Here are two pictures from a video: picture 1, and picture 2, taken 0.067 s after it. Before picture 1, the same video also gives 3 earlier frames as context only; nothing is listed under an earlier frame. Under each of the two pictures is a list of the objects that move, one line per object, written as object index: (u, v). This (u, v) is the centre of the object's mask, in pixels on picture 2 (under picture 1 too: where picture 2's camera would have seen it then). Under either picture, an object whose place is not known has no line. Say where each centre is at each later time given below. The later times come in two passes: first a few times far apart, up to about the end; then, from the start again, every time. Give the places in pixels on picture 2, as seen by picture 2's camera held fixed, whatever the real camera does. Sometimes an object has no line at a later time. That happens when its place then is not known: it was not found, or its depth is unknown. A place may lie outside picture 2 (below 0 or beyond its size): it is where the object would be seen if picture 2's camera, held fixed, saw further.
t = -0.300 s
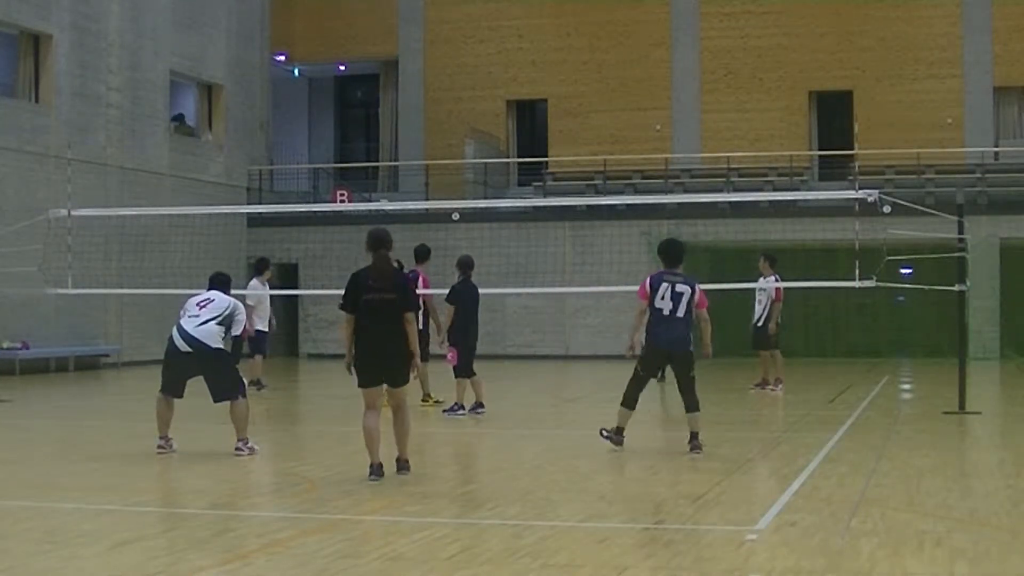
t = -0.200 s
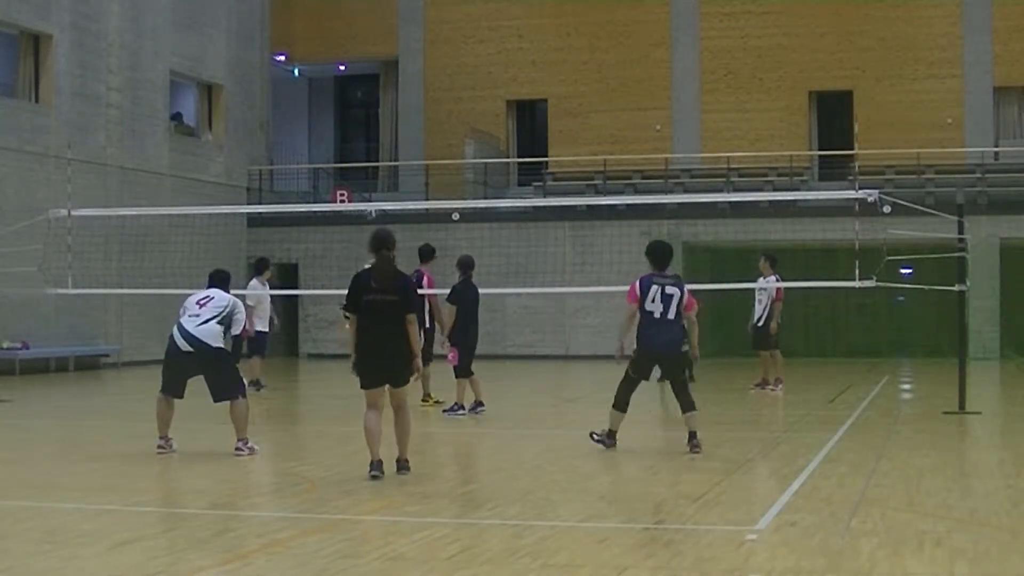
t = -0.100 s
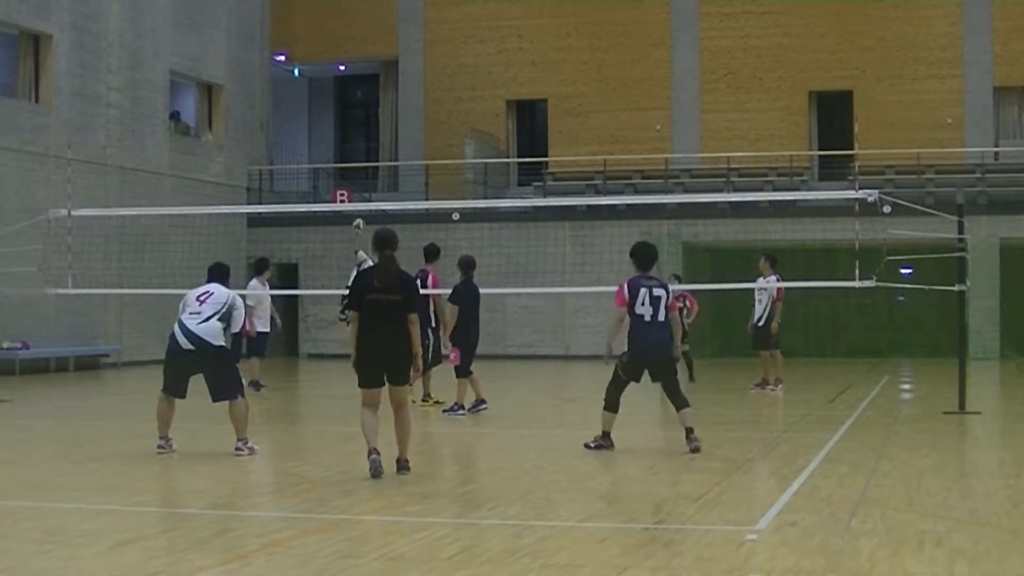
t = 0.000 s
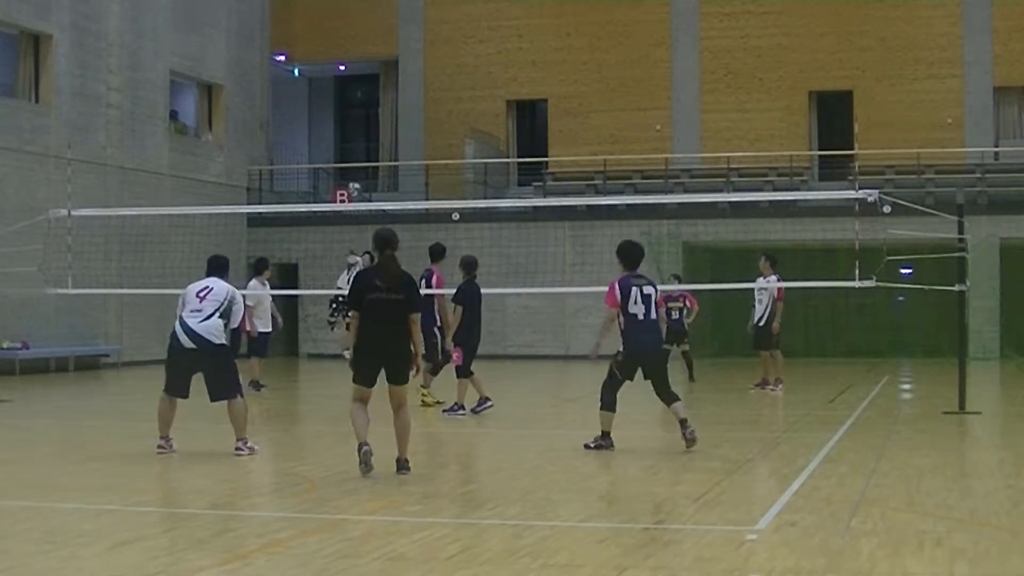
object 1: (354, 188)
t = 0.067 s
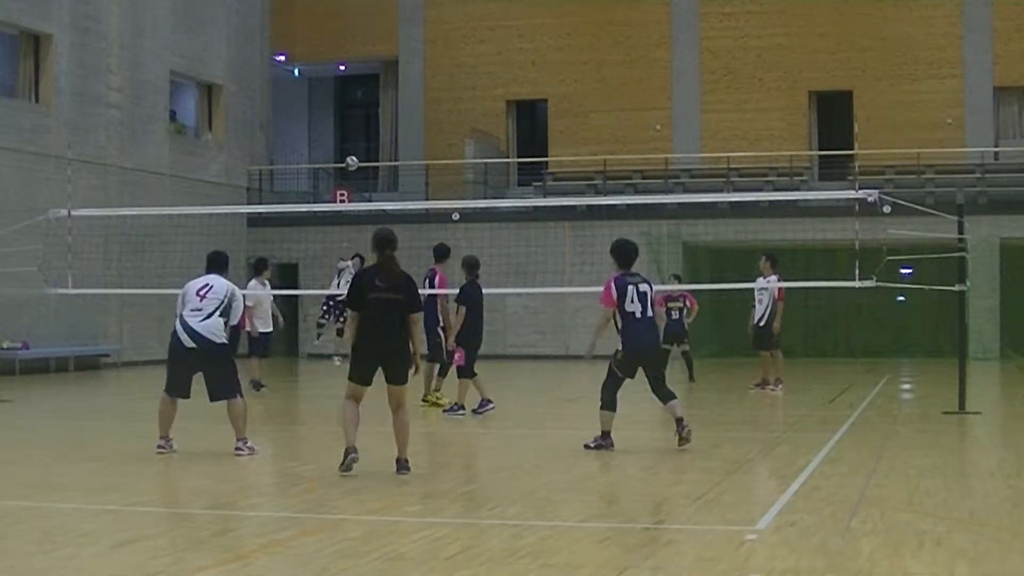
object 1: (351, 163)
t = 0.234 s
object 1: (344, 105)
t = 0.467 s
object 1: (334, 50)
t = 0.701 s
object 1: (321, 32)
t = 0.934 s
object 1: (304, 66)
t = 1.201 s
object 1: (278, 195)
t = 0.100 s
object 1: (350, 151)
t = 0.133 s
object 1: (349, 139)
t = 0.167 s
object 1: (348, 127)
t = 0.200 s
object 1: (345, 116)
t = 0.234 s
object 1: (344, 105)
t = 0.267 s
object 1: (343, 95)
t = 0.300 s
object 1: (342, 86)
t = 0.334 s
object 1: (341, 78)
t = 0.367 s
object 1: (339, 70)
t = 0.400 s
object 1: (338, 63)
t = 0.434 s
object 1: (337, 56)
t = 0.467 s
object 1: (334, 50)
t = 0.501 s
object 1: (333, 45)
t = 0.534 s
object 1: (331, 41)
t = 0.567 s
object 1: (329, 37)
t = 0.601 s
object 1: (328, 36)
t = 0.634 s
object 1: (325, 33)
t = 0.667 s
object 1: (323, 32)
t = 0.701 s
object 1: (321, 32)
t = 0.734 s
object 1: (319, 34)
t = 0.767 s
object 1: (317, 36)
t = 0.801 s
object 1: (314, 40)
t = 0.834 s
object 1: (312, 45)
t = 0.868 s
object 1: (310, 51)
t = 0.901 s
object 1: (306, 57)
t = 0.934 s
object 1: (304, 66)
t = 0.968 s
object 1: (301, 76)
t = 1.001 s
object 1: (298, 88)
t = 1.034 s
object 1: (295, 102)
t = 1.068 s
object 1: (291, 116)
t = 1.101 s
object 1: (287, 132)
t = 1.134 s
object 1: (283, 151)
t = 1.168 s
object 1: (281, 172)
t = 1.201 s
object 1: (278, 195)
